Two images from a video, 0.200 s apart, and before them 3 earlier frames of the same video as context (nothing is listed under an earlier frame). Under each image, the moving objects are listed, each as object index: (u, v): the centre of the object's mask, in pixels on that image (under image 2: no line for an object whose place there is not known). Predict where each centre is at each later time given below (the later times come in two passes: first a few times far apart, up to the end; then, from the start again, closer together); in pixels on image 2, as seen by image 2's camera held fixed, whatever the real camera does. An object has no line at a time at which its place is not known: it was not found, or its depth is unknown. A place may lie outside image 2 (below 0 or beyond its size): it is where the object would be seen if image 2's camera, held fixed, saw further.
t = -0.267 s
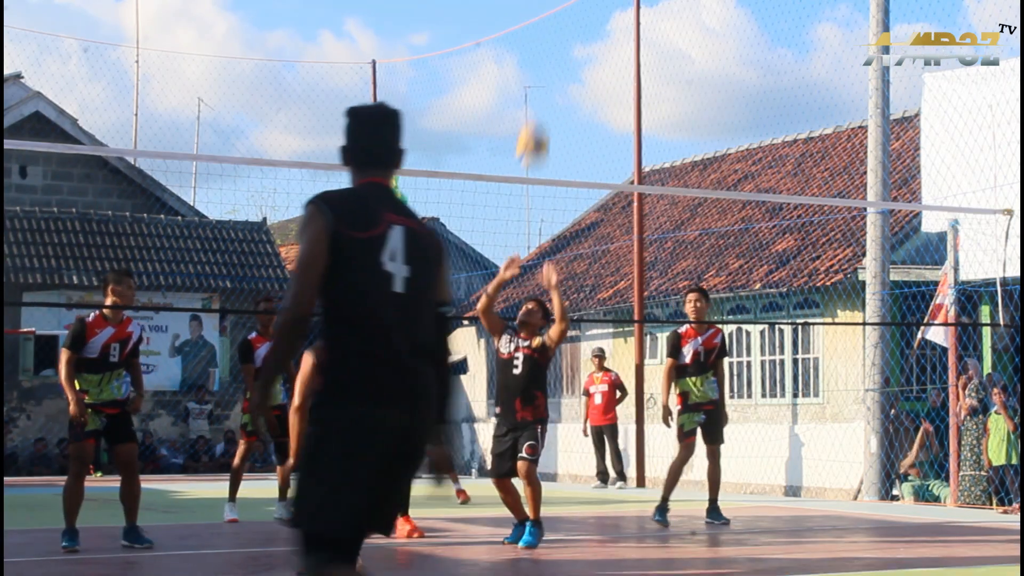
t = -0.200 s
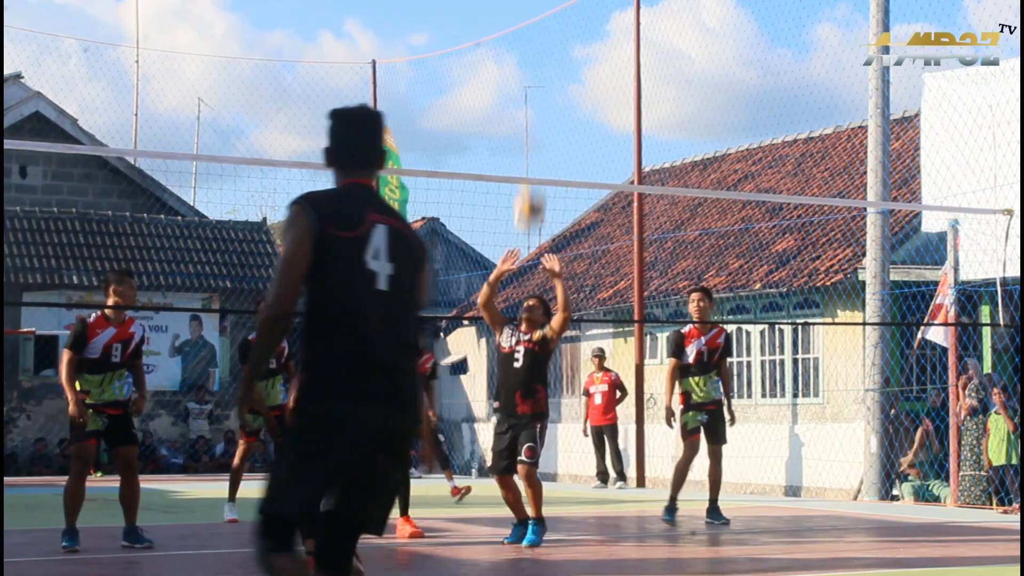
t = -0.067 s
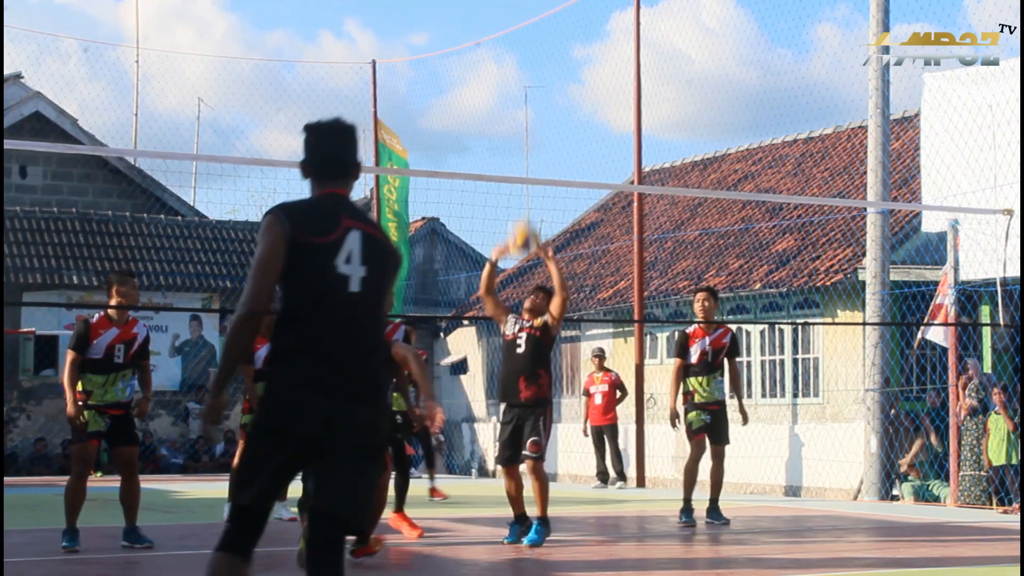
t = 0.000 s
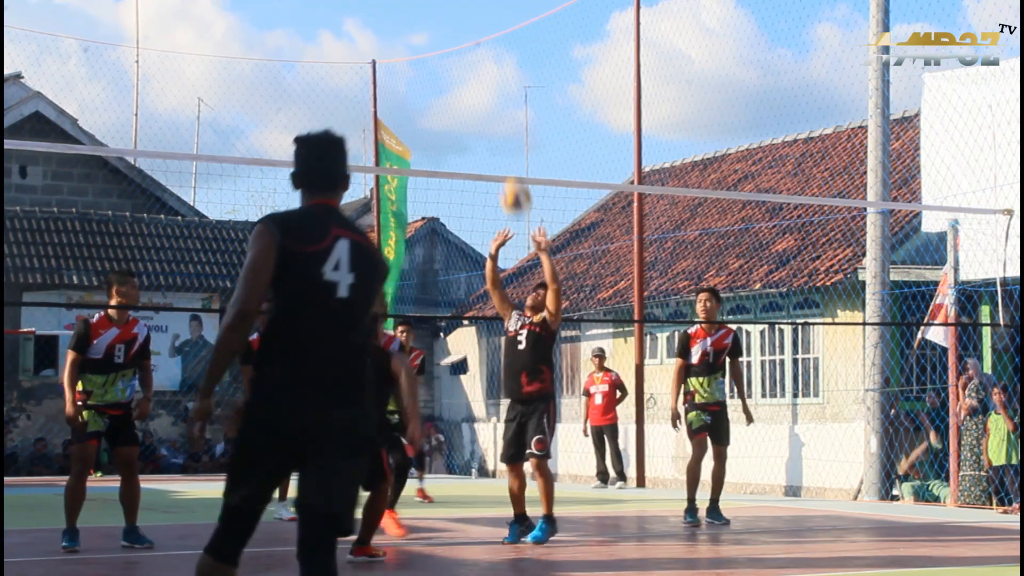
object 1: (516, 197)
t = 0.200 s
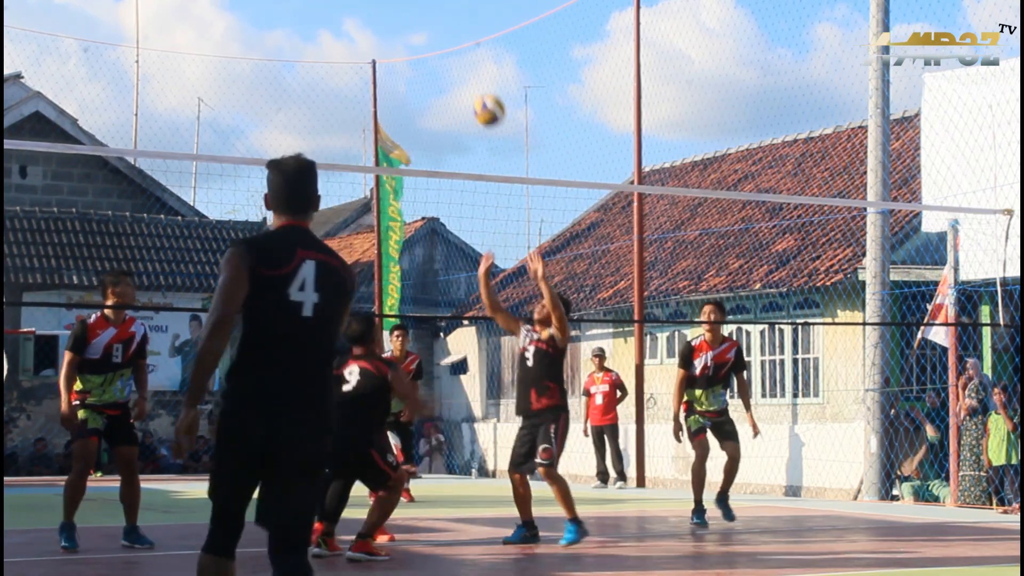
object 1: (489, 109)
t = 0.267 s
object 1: (480, 94)
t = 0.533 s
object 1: (442, 97)
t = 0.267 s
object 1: (480, 94)
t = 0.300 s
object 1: (475, 88)
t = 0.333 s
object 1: (470, 85)
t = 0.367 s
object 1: (465, 83)
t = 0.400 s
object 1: (461, 82)
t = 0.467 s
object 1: (451, 86)
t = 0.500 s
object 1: (447, 91)
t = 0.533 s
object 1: (442, 97)
